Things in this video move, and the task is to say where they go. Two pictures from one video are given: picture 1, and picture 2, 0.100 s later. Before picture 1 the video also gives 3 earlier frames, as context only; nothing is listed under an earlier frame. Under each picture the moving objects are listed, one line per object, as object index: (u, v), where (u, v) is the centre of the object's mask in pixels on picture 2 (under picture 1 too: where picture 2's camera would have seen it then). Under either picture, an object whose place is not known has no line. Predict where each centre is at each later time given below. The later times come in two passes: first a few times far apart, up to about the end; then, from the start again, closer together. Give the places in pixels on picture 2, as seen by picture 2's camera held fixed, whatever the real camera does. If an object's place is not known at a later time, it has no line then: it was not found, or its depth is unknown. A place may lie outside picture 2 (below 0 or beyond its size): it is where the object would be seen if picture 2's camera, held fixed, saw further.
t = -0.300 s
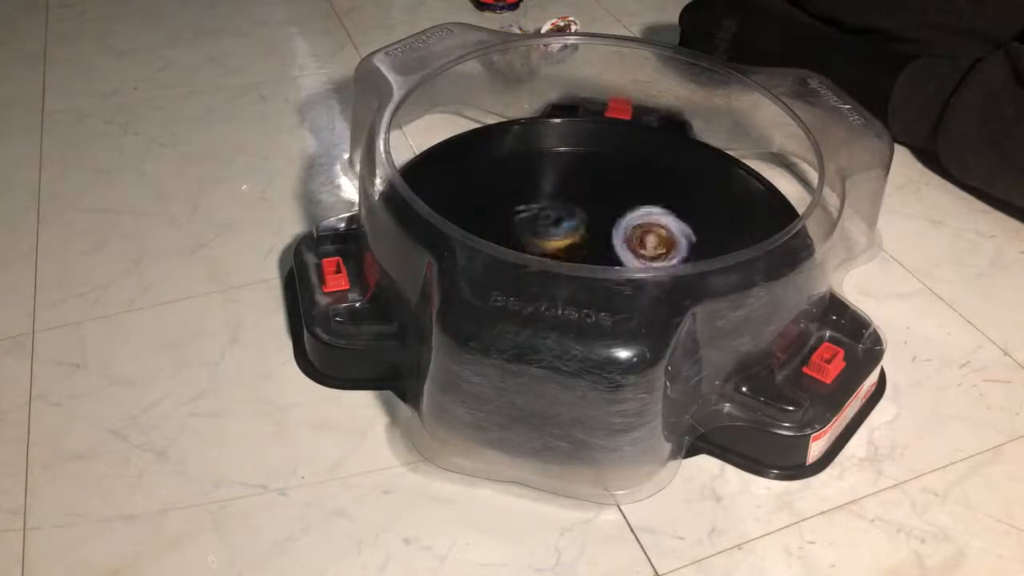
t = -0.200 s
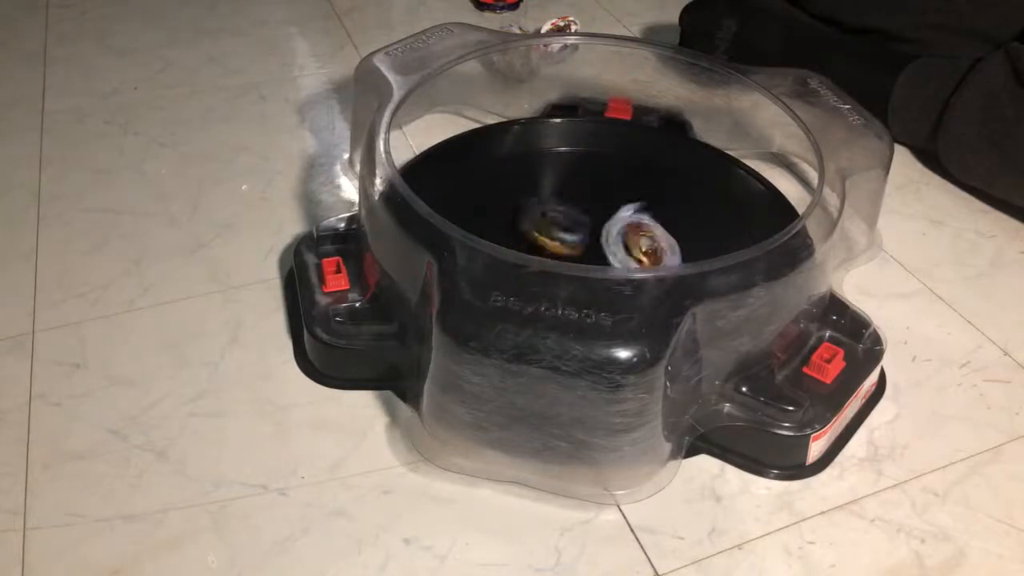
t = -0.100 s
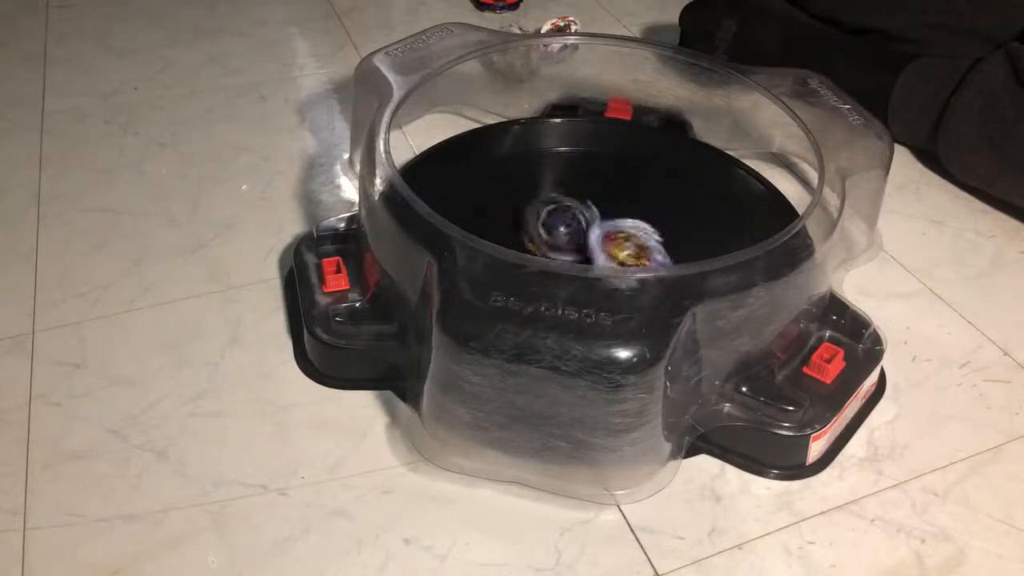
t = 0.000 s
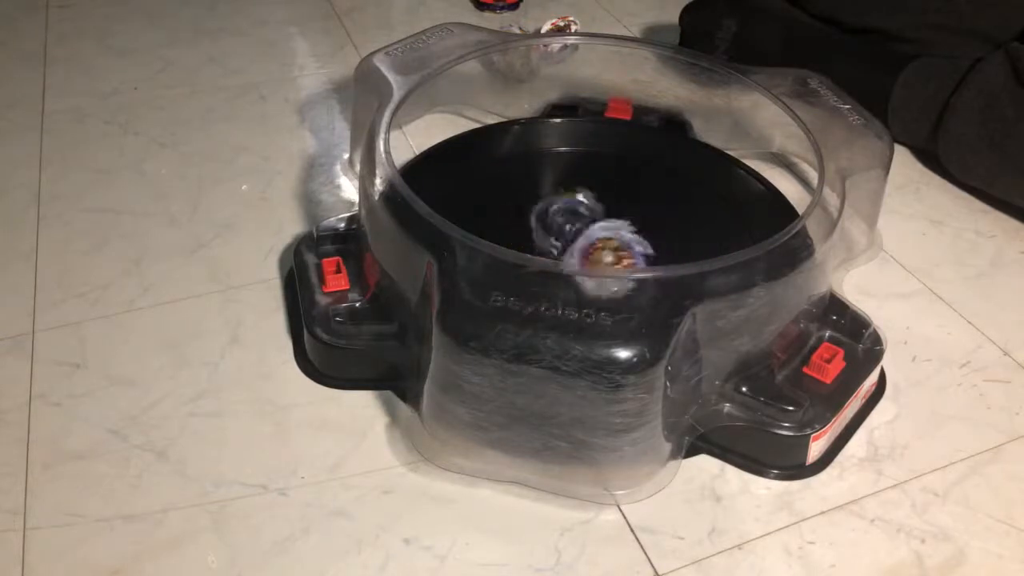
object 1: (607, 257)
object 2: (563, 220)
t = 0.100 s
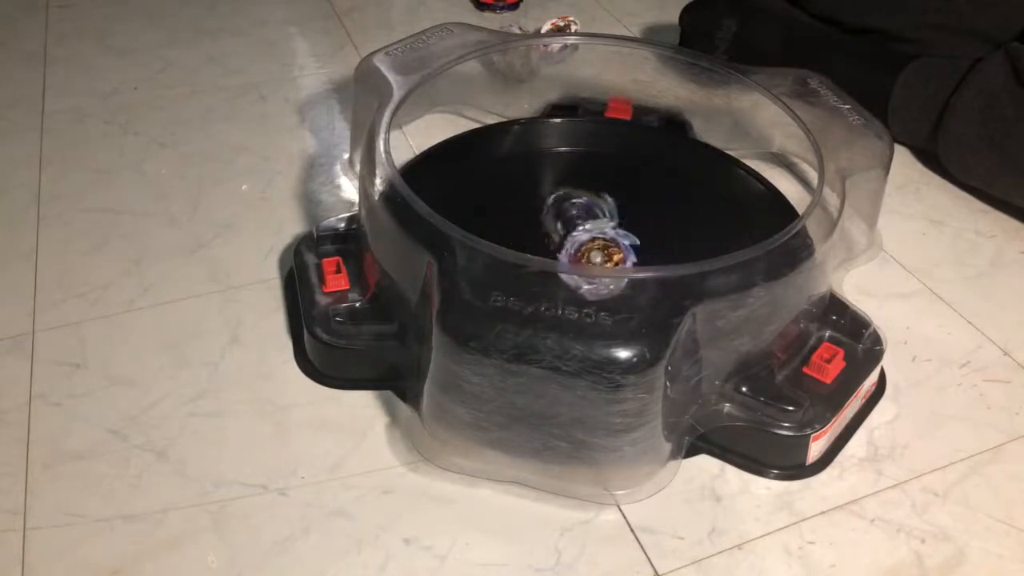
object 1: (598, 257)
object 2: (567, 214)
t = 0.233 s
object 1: (604, 257)
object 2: (575, 211)
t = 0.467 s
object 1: (601, 258)
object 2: (565, 214)
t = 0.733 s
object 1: (602, 258)
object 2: (569, 213)
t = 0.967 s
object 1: (602, 258)
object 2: (566, 214)
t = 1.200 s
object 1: (602, 258)
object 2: (568, 214)
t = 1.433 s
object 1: (602, 258)
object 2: (566, 214)
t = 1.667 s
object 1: (602, 258)
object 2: (567, 214)
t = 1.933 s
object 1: (602, 258)
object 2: (566, 214)
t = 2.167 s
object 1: (602, 258)
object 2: (566, 214)
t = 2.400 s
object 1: (602, 258)
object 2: (566, 214)
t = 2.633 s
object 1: (602, 258)
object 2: (566, 214)
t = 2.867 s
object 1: (602, 258)
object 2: (566, 215)
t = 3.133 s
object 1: (602, 258)
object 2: (566, 214)
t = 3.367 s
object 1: (602, 258)
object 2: (566, 214)
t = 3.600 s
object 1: (602, 258)
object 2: (566, 214)
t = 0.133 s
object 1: (599, 257)
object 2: (571, 212)
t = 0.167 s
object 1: (600, 257)
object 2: (573, 211)
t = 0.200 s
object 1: (602, 258)
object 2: (574, 211)
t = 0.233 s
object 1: (604, 257)
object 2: (575, 211)
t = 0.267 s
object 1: (605, 257)
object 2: (575, 211)
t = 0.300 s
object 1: (605, 257)
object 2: (575, 211)
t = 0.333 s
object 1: (604, 257)
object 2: (574, 212)
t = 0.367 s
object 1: (603, 258)
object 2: (572, 212)
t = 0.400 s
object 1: (602, 258)
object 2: (570, 213)
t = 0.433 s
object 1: (601, 257)
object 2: (568, 213)
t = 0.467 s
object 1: (601, 258)
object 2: (565, 214)
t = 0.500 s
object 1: (602, 258)
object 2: (564, 215)
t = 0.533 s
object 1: (603, 258)
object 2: (563, 215)
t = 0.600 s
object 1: (602, 258)
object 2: (564, 215)
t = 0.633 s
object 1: (602, 258)
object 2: (565, 214)
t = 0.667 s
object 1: (602, 258)
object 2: (566, 214)
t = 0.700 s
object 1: (602, 258)
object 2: (567, 214)
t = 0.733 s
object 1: (602, 258)
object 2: (569, 213)
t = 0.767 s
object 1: (602, 258)
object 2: (569, 213)
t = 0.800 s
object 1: (602, 258)
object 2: (569, 213)
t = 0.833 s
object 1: (602, 258)
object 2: (569, 213)
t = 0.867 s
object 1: (602, 258)
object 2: (569, 213)
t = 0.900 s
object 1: (602, 258)
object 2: (568, 214)
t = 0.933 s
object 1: (602, 258)
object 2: (567, 214)
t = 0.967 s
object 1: (602, 258)
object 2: (566, 214)
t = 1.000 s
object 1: (602, 258)
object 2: (565, 214)
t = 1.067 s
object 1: (602, 258)
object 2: (566, 214)
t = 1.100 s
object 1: (602, 258)
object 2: (567, 214)
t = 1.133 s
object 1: (602, 258)
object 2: (567, 214)
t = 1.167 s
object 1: (602, 258)
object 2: (568, 214)
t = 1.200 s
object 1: (602, 258)
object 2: (568, 214)
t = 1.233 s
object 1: (602, 258)
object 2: (568, 214)
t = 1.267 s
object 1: (602, 258)
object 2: (567, 214)
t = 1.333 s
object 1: (602, 258)
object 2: (567, 214)
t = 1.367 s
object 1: (602, 258)
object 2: (566, 214)
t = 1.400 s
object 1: (602, 258)
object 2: (566, 214)
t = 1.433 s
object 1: (602, 258)
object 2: (566, 214)
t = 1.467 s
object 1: (602, 258)
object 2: (566, 214)
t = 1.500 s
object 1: (602, 258)
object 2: (567, 214)
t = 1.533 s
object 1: (602, 258)
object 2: (567, 214)
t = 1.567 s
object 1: (602, 258)
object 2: (567, 214)
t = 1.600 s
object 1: (602, 258)
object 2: (567, 214)
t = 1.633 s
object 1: (602, 258)
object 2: (567, 214)
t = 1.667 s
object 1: (602, 258)
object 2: (567, 214)
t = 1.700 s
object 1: (602, 258)
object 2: (567, 214)
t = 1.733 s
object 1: (602, 258)
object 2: (567, 214)
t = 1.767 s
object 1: (602, 258)
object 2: (567, 214)
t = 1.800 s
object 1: (602, 258)
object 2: (567, 214)
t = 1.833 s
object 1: (602, 258)
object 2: (566, 214)
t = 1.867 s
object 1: (602, 258)
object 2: (565, 215)
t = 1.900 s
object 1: (602, 258)
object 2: (566, 215)
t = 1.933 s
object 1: (602, 258)
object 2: (566, 214)
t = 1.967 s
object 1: (602, 258)
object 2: (566, 214)
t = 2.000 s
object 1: (602, 258)
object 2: (567, 214)
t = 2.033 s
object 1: (602, 258)
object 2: (566, 214)
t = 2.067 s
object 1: (602, 258)
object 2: (566, 214)
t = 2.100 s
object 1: (602, 258)
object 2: (566, 214)
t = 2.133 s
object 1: (602, 258)
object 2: (566, 214)
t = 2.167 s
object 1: (602, 258)
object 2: (566, 214)
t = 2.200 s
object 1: (602, 258)
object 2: (566, 215)
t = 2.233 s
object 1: (602, 258)
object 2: (566, 215)
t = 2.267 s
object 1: (602, 258)
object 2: (566, 214)
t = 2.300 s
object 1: (602, 258)
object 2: (566, 215)
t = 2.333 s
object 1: (602, 258)
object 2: (566, 214)
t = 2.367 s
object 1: (602, 258)
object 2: (566, 215)
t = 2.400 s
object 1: (602, 258)
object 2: (566, 214)
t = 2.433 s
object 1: (602, 258)
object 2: (566, 214)
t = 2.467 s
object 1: (602, 258)
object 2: (566, 214)
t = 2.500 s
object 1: (602, 258)
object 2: (566, 215)
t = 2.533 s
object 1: (602, 258)
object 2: (566, 215)
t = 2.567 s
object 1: (602, 258)
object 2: (566, 214)
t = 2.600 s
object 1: (602, 258)
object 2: (566, 214)
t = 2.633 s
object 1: (602, 258)
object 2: (566, 214)
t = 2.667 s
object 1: (602, 258)
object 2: (566, 215)
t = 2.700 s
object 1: (602, 258)
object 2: (566, 215)
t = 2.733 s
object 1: (602, 258)
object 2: (566, 214)
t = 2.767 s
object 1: (602, 258)
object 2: (566, 214)
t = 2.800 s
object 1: (602, 258)
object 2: (566, 215)
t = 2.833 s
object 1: (602, 258)
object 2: (566, 214)
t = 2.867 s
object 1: (602, 258)
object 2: (566, 215)
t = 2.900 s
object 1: (602, 258)
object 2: (566, 214)
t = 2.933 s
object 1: (602, 258)
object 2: (566, 214)
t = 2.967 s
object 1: (602, 258)
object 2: (566, 215)
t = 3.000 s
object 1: (602, 258)
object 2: (566, 215)
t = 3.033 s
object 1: (602, 258)
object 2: (566, 214)
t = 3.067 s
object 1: (602, 258)
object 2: (566, 215)
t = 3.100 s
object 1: (602, 258)
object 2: (566, 215)
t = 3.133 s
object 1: (602, 258)
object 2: (566, 214)
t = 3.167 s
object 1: (602, 258)
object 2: (566, 215)
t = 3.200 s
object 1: (602, 258)
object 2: (566, 215)
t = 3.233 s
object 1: (602, 258)
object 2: (566, 215)
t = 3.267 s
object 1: (602, 258)
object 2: (566, 214)
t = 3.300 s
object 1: (602, 258)
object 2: (566, 215)
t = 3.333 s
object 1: (602, 258)
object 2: (566, 215)
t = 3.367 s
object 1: (602, 258)
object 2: (566, 214)
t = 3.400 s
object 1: (602, 258)
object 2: (566, 214)
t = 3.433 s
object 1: (602, 258)
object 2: (566, 214)
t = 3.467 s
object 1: (602, 258)
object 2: (566, 214)
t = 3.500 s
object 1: (602, 258)
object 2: (566, 214)
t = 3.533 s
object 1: (602, 258)
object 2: (566, 215)
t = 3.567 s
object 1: (602, 258)
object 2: (566, 215)
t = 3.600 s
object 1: (602, 258)
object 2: (566, 214)
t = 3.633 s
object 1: (602, 258)
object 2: (566, 215)
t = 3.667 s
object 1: (602, 258)
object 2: (566, 215)
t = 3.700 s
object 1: (602, 258)
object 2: (566, 214)
